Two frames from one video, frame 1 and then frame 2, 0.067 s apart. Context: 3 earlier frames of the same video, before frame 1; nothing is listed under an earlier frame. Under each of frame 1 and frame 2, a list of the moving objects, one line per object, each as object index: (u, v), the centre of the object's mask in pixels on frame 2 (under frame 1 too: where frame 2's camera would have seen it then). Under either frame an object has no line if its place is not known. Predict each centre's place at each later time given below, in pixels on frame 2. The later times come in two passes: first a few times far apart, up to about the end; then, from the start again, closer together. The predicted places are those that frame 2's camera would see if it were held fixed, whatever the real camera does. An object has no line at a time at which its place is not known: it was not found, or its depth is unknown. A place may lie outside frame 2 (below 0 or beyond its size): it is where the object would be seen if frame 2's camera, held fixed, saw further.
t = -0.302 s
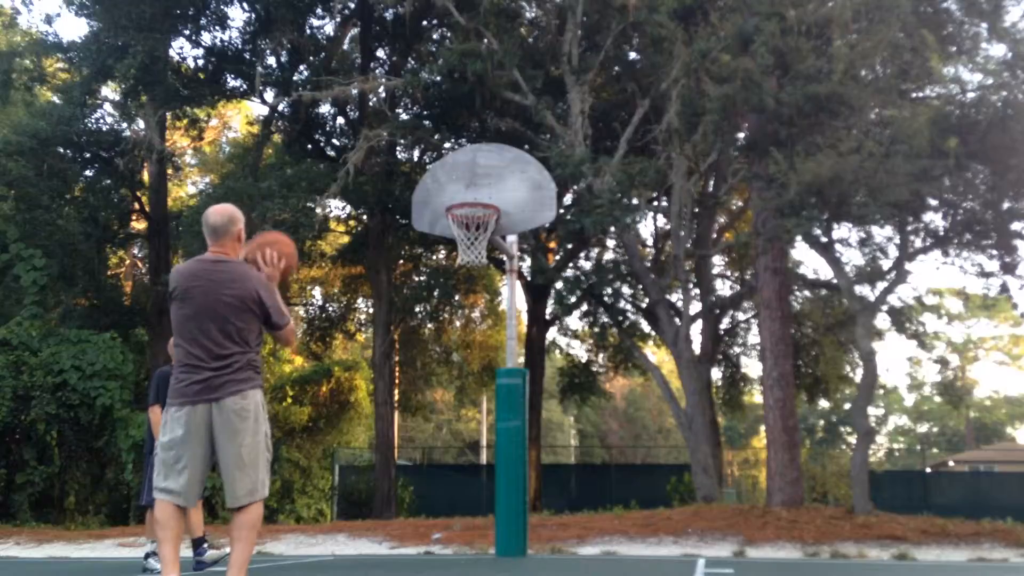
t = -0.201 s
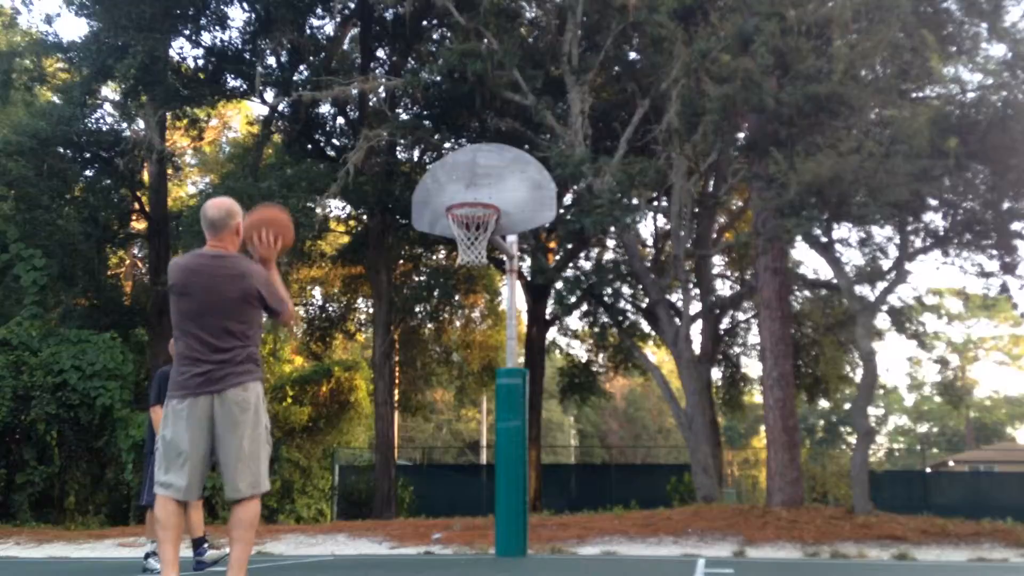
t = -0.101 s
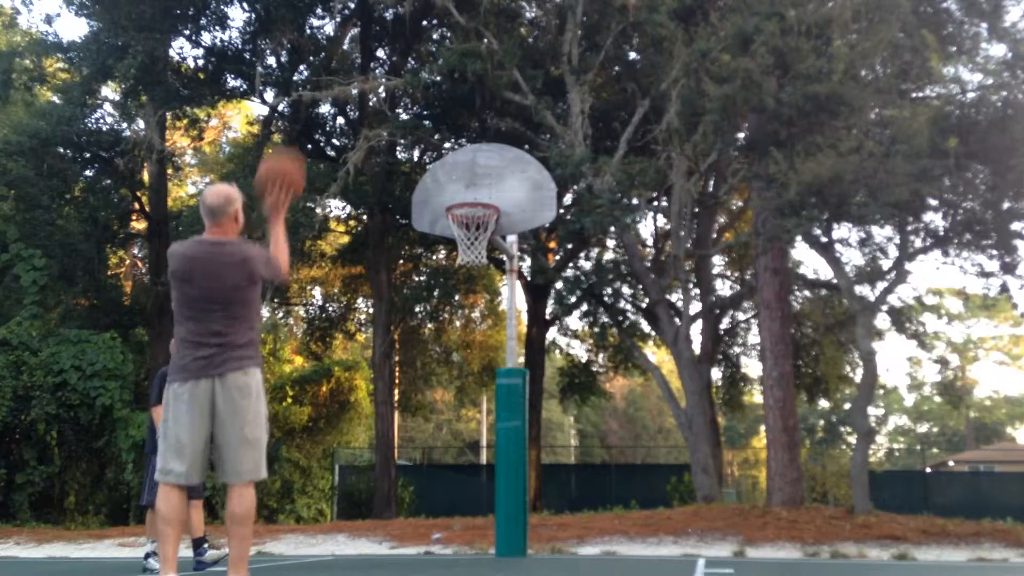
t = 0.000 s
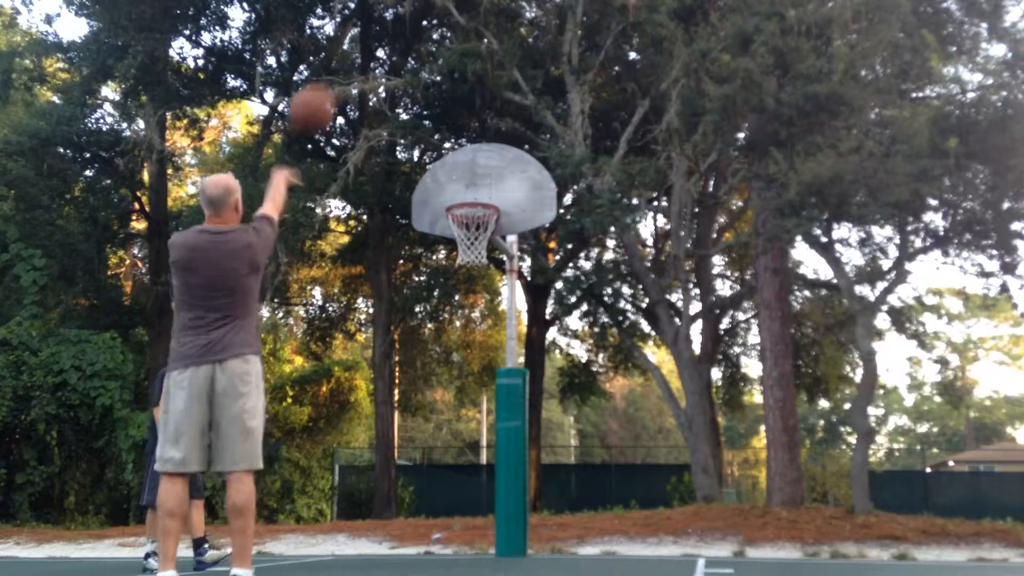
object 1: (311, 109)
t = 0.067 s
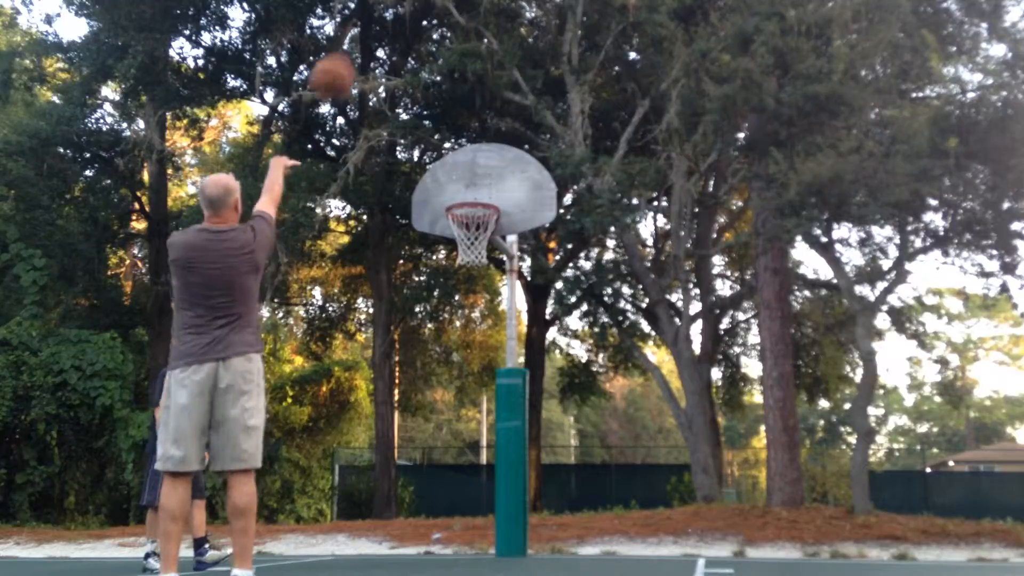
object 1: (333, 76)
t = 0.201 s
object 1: (367, 41)
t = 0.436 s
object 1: (412, 43)
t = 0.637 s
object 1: (442, 94)
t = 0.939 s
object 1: (477, 224)
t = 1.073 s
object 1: (479, 236)
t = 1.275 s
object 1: (476, 257)
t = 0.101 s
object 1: (342, 65)
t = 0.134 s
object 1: (351, 55)
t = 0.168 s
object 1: (358, 47)
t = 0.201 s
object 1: (367, 41)
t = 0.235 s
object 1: (375, 37)
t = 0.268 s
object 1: (381, 34)
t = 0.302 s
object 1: (388, 34)
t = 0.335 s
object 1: (394, 34)
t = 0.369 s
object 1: (400, 36)
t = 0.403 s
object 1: (406, 39)
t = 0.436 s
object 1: (412, 43)
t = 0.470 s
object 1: (417, 49)
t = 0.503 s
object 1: (422, 54)
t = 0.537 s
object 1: (427, 61)
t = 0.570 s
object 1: (432, 71)
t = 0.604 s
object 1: (436, 82)
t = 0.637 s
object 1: (442, 94)
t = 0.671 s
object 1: (445, 104)
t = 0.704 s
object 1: (450, 117)
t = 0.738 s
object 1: (454, 129)
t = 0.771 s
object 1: (457, 143)
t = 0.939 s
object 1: (477, 224)
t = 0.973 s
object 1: (477, 239)
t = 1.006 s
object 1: (479, 237)
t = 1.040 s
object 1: (479, 236)
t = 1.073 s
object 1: (479, 236)
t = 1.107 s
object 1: (479, 236)
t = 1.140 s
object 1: (479, 238)
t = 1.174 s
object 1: (477, 241)
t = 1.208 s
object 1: (477, 244)
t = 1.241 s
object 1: (476, 250)
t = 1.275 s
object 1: (476, 257)
